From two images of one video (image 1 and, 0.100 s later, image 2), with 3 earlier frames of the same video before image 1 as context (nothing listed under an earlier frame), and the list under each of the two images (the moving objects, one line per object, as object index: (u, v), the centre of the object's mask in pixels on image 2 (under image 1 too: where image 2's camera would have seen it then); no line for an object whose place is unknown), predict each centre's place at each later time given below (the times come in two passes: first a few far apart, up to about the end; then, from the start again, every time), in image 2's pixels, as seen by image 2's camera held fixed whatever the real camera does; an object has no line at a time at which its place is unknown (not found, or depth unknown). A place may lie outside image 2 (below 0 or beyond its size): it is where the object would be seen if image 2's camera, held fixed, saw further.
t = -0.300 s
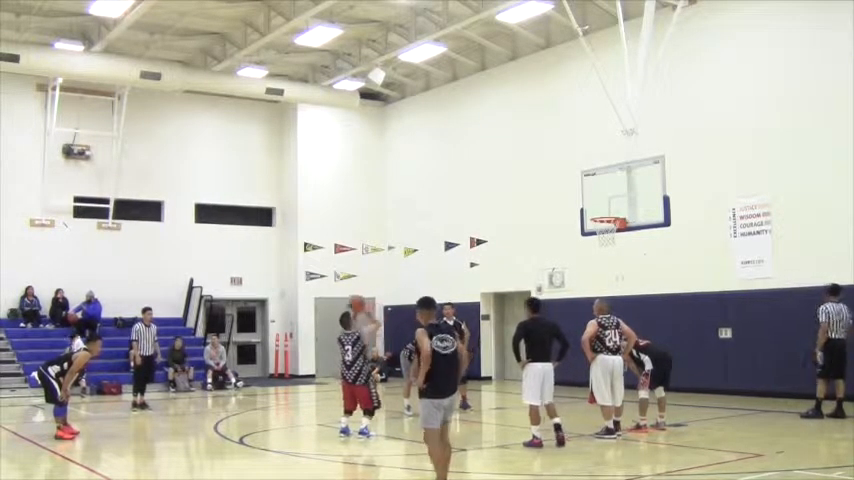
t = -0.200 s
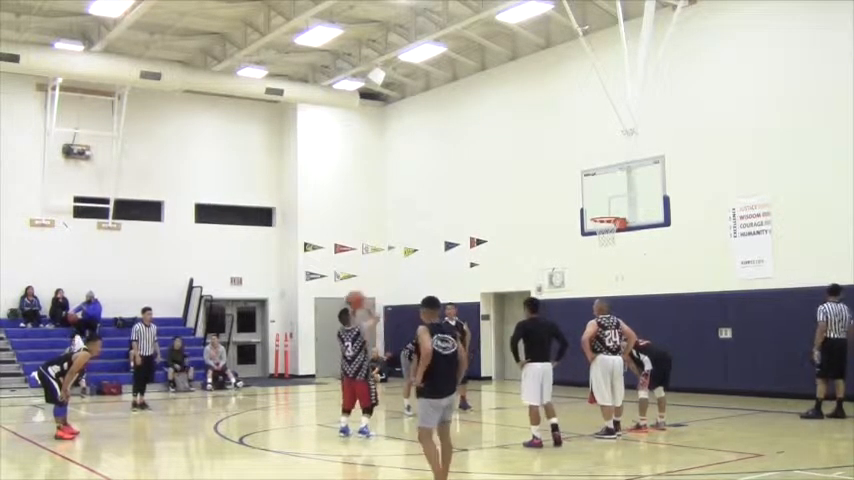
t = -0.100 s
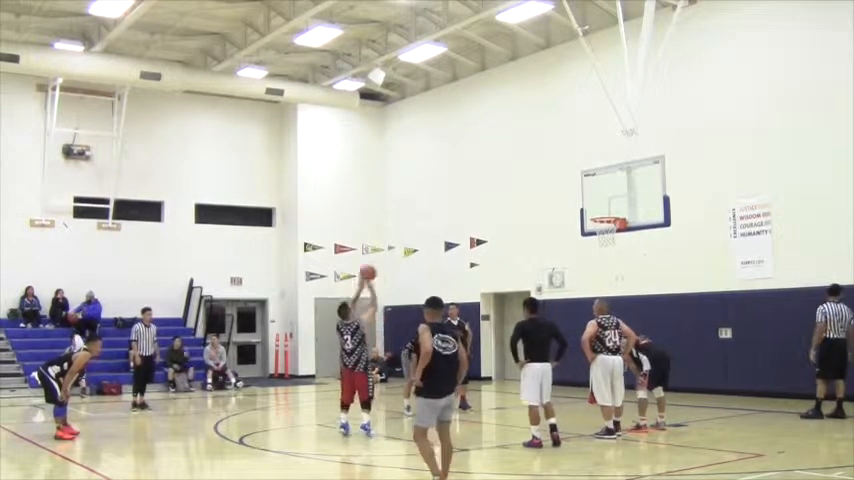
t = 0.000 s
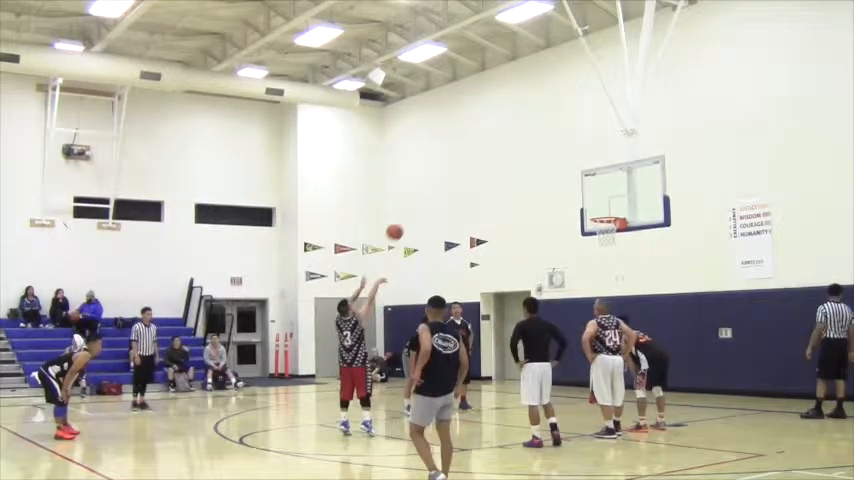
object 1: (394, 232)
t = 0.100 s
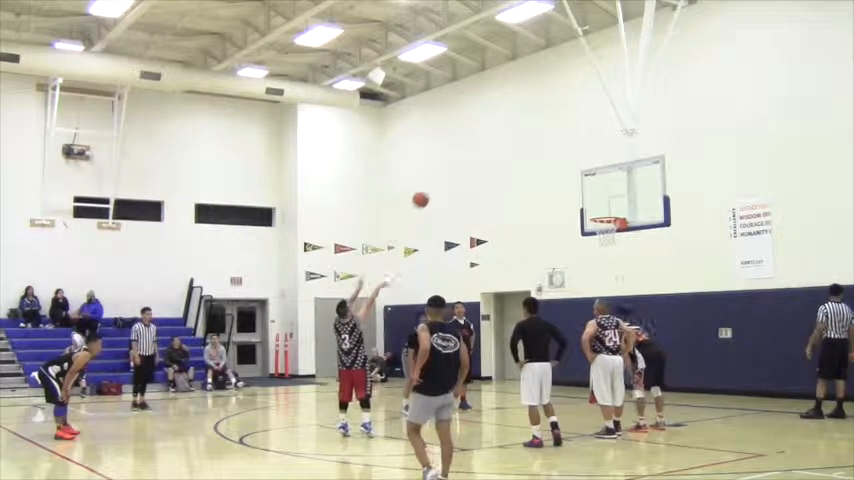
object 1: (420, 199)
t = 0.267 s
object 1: (461, 164)
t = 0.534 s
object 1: (523, 149)
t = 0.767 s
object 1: (574, 172)
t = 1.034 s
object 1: (599, 226)
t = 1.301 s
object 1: (600, 239)
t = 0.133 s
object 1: (429, 191)
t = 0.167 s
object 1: (437, 183)
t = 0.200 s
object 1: (445, 176)
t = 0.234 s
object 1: (453, 170)
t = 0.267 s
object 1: (461, 164)
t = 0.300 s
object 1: (469, 160)
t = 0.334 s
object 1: (477, 155)
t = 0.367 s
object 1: (485, 153)
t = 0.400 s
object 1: (493, 150)
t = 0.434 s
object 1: (500, 149)
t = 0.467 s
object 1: (508, 148)
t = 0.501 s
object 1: (515, 148)
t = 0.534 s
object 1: (523, 149)
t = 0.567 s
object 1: (530, 150)
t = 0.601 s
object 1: (538, 152)
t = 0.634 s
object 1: (545, 155)
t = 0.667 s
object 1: (552, 158)
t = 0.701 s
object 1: (560, 162)
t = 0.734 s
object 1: (566, 167)
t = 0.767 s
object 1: (574, 172)
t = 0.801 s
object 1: (580, 179)
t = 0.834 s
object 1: (587, 185)
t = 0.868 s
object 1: (594, 193)
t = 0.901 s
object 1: (601, 200)
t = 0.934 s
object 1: (607, 209)
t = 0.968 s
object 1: (612, 213)
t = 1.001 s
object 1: (604, 221)
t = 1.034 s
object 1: (599, 226)
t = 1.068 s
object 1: (596, 229)
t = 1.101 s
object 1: (595, 230)
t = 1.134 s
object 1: (595, 230)
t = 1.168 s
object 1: (595, 232)
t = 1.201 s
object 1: (596, 234)
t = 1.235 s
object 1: (597, 234)
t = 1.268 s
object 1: (599, 236)
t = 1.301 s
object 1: (600, 239)
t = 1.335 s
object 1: (602, 244)
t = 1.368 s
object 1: (604, 247)
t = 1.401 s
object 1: (606, 252)
